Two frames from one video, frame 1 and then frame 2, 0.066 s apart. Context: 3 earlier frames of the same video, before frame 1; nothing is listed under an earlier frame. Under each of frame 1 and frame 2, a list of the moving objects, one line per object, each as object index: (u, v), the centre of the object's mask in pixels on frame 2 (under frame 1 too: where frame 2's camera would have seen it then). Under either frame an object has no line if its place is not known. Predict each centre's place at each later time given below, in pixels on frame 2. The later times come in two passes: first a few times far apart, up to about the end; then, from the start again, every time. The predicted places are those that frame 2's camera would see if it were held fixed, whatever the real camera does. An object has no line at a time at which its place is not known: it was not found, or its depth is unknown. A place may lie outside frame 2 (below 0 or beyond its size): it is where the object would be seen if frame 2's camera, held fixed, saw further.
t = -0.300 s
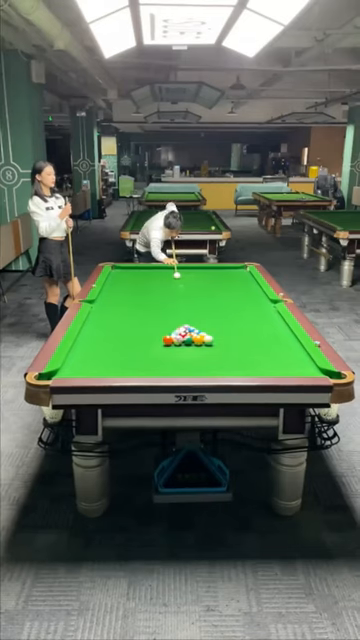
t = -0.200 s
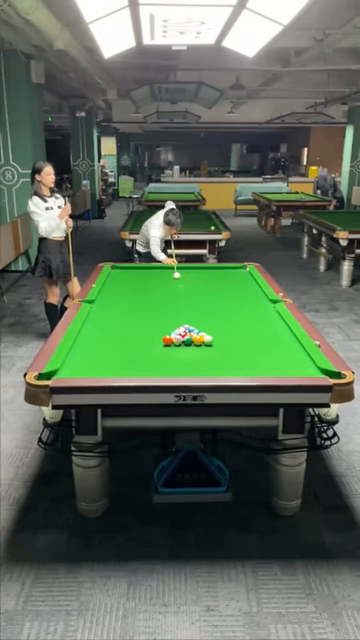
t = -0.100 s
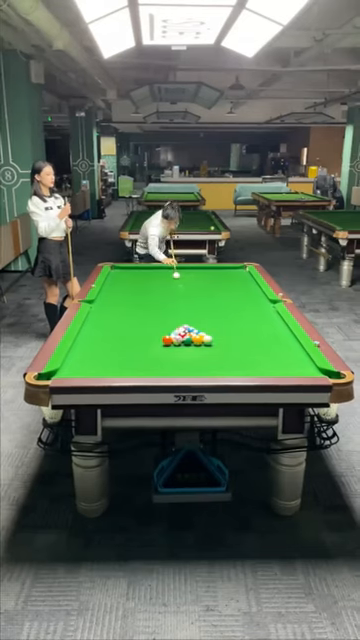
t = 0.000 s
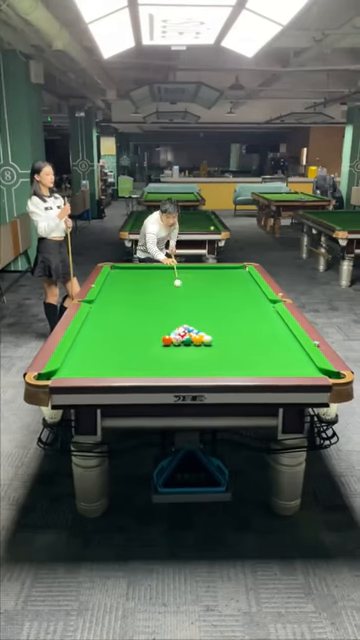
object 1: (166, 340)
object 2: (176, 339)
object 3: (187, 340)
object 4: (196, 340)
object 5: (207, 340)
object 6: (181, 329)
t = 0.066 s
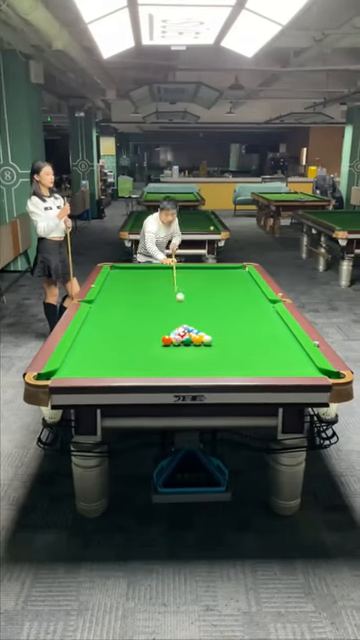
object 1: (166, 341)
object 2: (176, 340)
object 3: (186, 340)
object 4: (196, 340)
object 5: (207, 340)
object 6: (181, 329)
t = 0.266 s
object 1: (136, 355)
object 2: (155, 358)
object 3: (175, 353)
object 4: (195, 350)
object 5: (241, 357)
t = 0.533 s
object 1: (77, 356)
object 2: (123, 351)
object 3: (146, 361)
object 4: (187, 365)
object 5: (292, 350)
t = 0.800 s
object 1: (101, 336)
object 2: (109, 329)
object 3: (130, 342)
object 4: (182, 348)
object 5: (257, 341)
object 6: (96, 309)
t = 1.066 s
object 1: (130, 320)
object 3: (117, 326)
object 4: (169, 335)
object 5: (202, 344)
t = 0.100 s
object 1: (166, 341)
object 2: (176, 340)
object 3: (187, 340)
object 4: (196, 340)
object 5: (207, 340)
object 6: (181, 329)
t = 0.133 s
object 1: (166, 340)
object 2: (176, 339)
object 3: (187, 340)
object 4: (196, 340)
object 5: (207, 340)
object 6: (181, 329)
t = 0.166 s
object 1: (166, 340)
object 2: (176, 339)
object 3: (187, 340)
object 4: (196, 340)
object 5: (207, 340)
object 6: (183, 325)
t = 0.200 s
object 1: (158, 344)
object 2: (171, 343)
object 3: (183, 344)
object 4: (196, 343)
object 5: (216, 344)
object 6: (175, 330)
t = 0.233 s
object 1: (149, 349)
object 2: (164, 350)
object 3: (180, 348)
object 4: (195, 346)
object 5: (227, 350)
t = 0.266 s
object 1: (136, 355)
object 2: (155, 358)
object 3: (175, 353)
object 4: (195, 350)
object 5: (241, 357)
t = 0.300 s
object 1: (124, 360)
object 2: (146, 365)
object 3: (170, 357)
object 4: (194, 354)
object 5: (254, 364)
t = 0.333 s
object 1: (115, 365)
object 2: (140, 368)
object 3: (167, 361)
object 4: (193, 357)
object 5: (265, 366)
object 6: (156, 324)
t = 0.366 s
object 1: (103, 368)
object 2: (135, 367)
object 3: (162, 365)
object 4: (192, 361)
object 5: (273, 366)
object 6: (150, 321)
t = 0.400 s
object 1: (97, 368)
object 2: (133, 365)
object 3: (158, 367)
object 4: (191, 364)
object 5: (277, 364)
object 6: (145, 320)
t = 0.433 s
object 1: (91, 366)
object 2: (130, 361)
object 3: (154, 368)
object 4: (190, 366)
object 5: (281, 361)
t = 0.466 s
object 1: (87, 364)
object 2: (128, 358)
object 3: (152, 366)
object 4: (189, 369)
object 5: (284, 358)
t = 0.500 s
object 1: (82, 360)
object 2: (126, 354)
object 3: (149, 364)
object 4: (189, 368)
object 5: (288, 354)
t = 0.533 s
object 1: (77, 356)
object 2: (123, 351)
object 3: (146, 361)
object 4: (187, 365)
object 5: (292, 350)
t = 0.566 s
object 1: (74, 354)
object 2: (122, 348)
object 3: (144, 359)
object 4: (187, 364)
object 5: (295, 348)
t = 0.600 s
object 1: (75, 351)
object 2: (119, 345)
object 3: (142, 356)
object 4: (186, 361)
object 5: (294, 345)
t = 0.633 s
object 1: (79, 348)
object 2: (118, 342)
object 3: (140, 354)
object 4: (185, 359)
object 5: (290, 342)
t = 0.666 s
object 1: (84, 346)
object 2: (115, 339)
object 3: (137, 350)
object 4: (184, 357)
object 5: (284, 339)
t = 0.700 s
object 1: (89, 343)
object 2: (113, 336)
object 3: (135, 348)
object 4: (183, 354)
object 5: (276, 340)
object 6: (100, 311)
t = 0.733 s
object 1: (93, 341)
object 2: (112, 334)
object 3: (134, 346)
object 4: (183, 352)
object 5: (270, 341)
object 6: (96, 311)
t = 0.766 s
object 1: (98, 338)
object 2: (110, 331)
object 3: (131, 344)
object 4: (182, 349)
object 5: (262, 341)
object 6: (93, 310)
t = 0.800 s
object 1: (101, 336)
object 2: (109, 329)
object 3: (130, 342)
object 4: (182, 348)
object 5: (257, 341)
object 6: (96, 309)
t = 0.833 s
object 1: (106, 334)
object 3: (128, 339)
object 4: (181, 346)
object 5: (248, 342)
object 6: (100, 308)
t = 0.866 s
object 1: (109, 332)
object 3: (127, 338)
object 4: (181, 344)
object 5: (243, 342)
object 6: (103, 307)
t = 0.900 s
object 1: (113, 330)
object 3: (125, 335)
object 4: (179, 342)
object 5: (236, 343)
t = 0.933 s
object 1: (117, 327)
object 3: (123, 333)
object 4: (177, 340)
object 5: (228, 343)
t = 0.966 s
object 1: (120, 325)
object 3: (121, 331)
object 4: (175, 339)
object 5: (223, 344)
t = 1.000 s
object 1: (124, 323)
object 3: (120, 329)
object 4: (173, 337)
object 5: (215, 344)
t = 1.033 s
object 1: (127, 323)
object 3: (119, 327)
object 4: (172, 336)
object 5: (210, 344)
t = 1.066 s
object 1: (130, 320)
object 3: (117, 326)
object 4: (169, 335)
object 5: (202, 344)
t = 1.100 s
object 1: (132, 319)
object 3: (115, 324)
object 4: (168, 333)
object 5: (197, 345)
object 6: (125, 300)
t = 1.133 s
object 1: (136, 317)
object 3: (114, 323)
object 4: (166, 332)
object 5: (190, 345)
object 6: (128, 300)
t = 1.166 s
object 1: (138, 316)
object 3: (113, 321)
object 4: (165, 331)
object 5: (185, 346)
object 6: (130, 299)
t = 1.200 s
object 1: (141, 315)
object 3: (112, 320)
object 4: (163, 330)
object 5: (177, 346)
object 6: (133, 298)
